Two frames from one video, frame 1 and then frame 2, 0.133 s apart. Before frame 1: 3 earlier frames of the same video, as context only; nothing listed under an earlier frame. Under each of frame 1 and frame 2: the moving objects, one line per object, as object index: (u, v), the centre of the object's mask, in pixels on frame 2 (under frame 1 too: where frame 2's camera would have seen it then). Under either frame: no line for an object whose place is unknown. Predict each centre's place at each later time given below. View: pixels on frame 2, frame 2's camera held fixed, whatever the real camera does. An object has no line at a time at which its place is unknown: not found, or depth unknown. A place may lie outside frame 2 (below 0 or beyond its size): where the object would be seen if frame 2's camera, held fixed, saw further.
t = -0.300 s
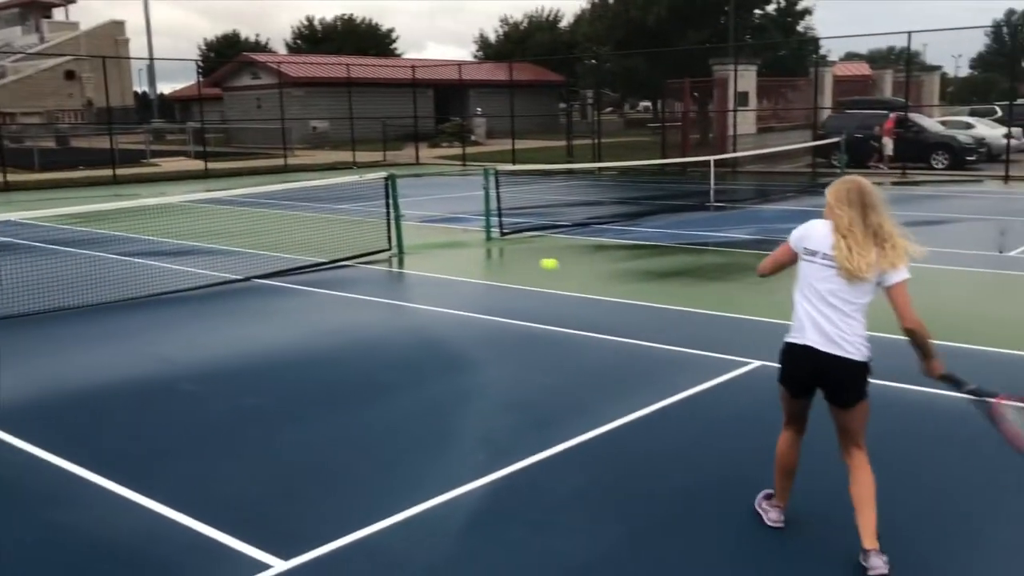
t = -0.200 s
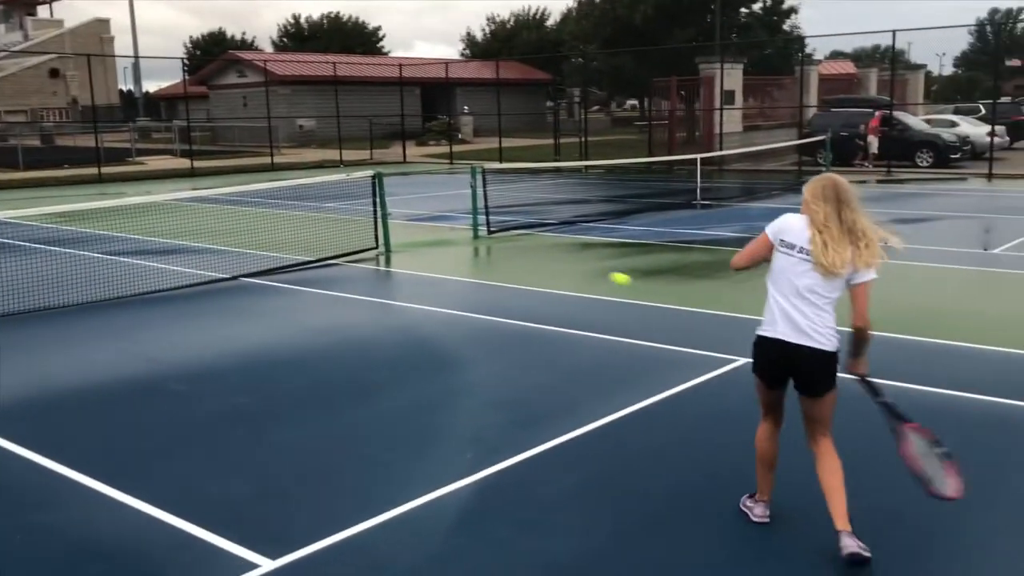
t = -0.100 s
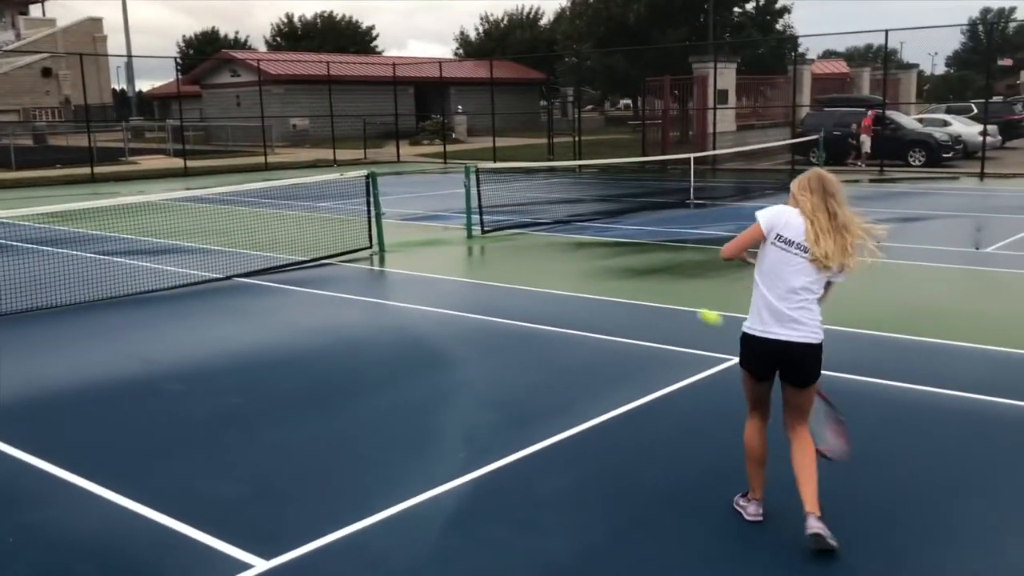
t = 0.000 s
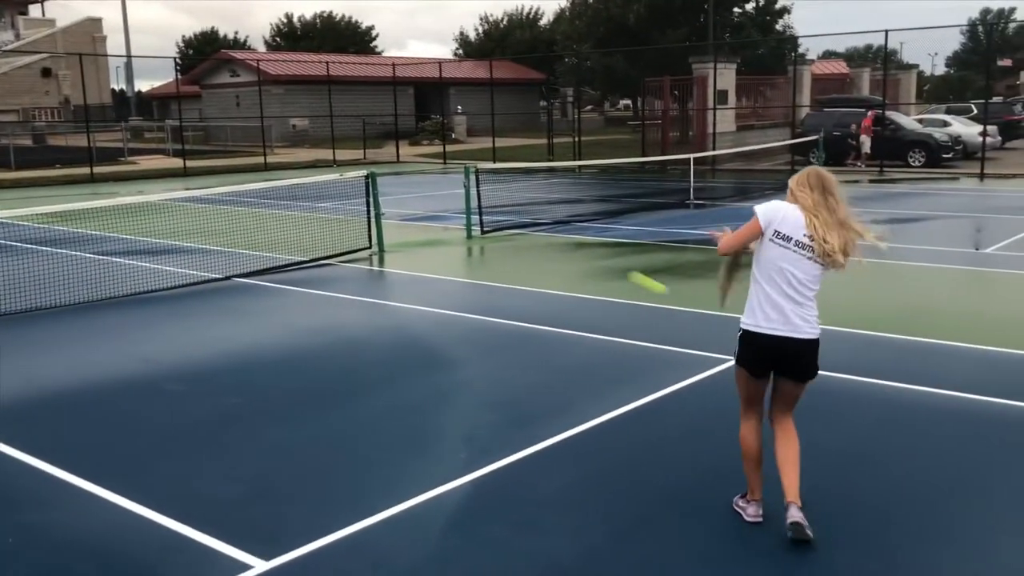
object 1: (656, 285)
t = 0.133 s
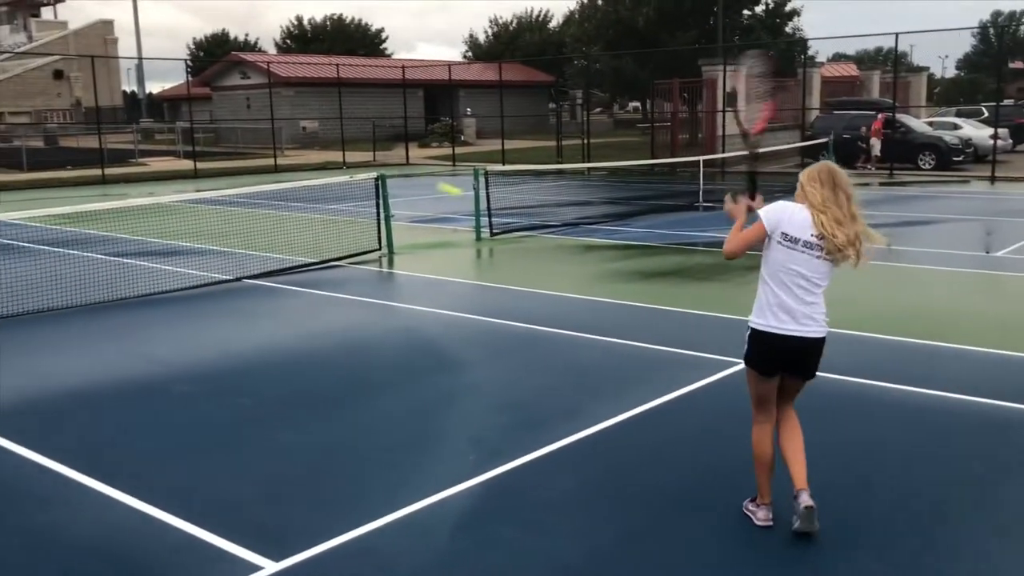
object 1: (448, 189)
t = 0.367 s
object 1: (230, 139)
